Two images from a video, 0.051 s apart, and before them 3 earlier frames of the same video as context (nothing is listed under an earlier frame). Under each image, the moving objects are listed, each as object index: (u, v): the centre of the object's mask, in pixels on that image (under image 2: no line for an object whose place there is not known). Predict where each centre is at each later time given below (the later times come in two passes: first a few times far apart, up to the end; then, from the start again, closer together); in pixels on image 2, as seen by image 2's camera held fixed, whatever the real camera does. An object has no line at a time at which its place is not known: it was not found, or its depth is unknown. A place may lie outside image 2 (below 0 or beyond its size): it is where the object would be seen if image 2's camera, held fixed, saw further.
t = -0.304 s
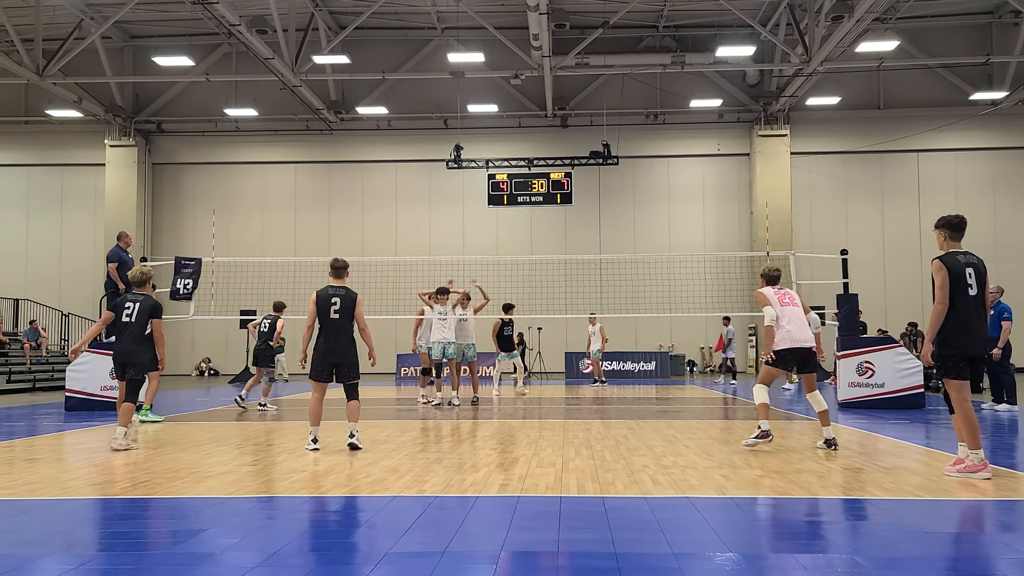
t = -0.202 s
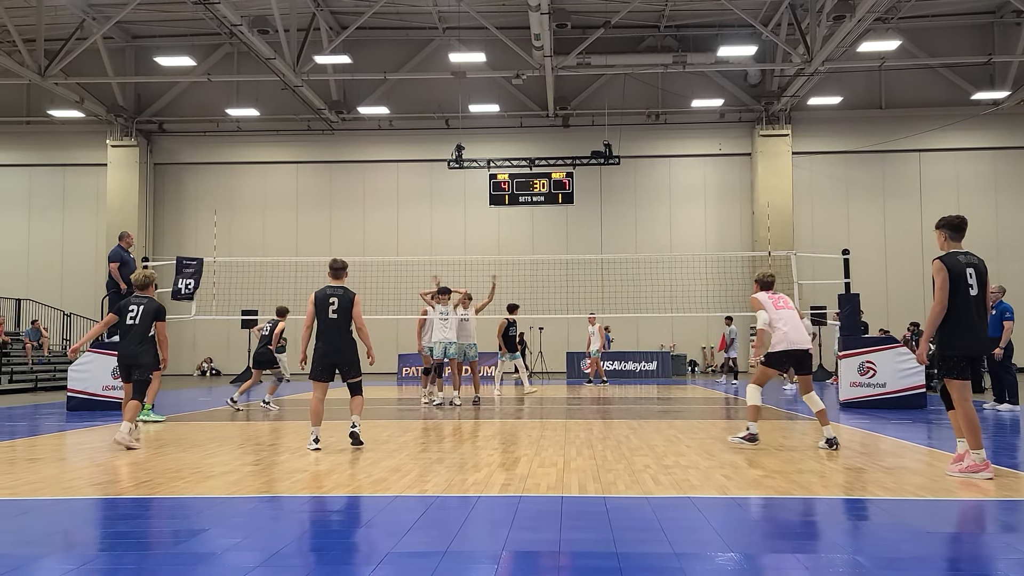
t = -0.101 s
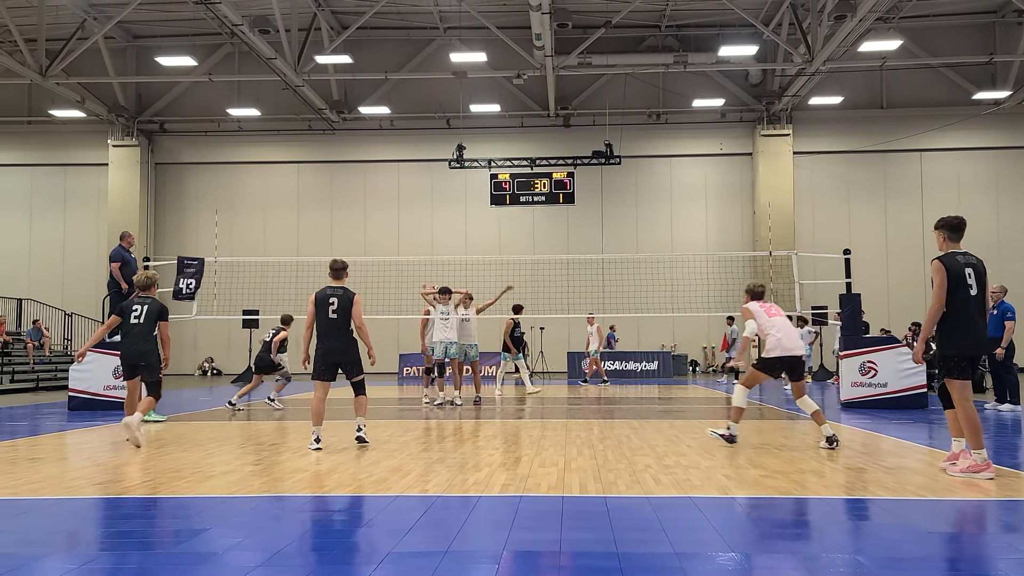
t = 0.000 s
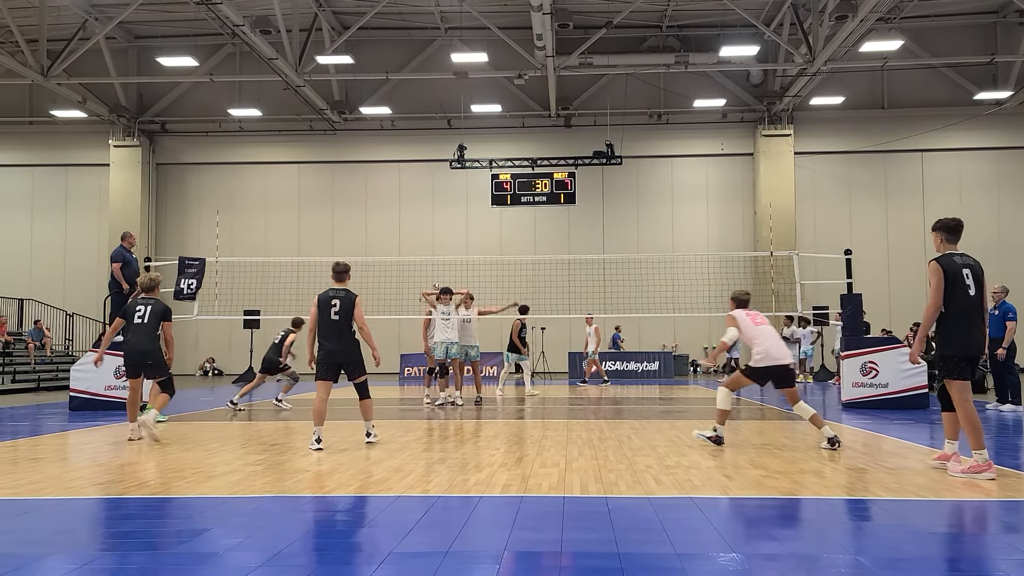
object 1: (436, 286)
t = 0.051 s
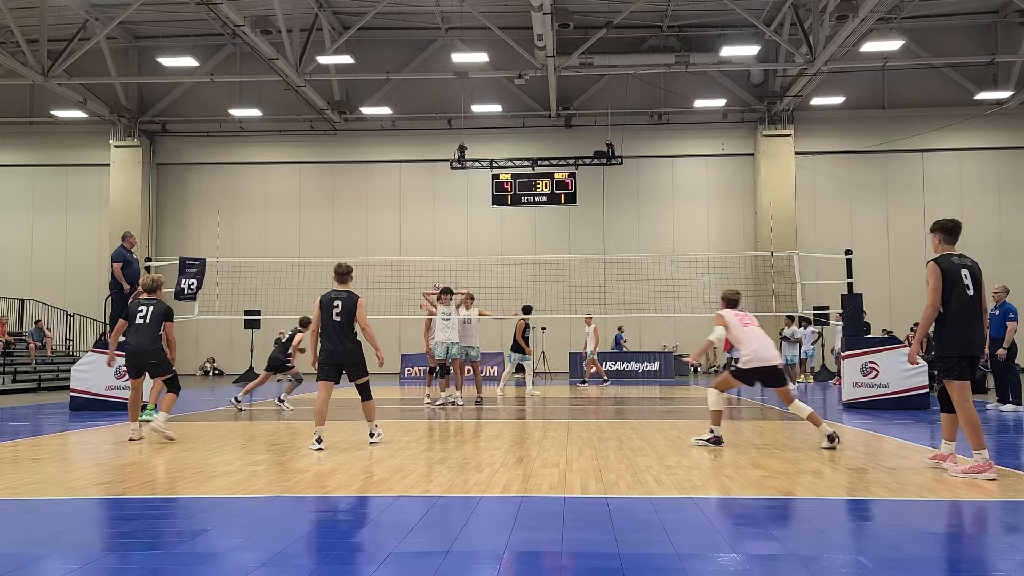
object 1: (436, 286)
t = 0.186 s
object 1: (437, 288)
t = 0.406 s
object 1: (423, 260)
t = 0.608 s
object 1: (410, 237)
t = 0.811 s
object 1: (399, 233)
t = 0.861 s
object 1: (397, 236)
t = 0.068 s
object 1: (436, 286)
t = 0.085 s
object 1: (436, 286)
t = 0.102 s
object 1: (436, 286)
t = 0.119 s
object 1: (436, 287)
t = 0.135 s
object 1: (436, 287)
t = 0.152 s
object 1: (435, 287)
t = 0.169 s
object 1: (436, 287)
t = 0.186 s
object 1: (437, 288)
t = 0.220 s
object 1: (436, 288)
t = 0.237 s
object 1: (434, 286)
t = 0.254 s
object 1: (433, 284)
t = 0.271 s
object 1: (431, 281)
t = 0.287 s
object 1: (431, 278)
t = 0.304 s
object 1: (430, 276)
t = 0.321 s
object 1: (429, 272)
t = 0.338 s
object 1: (428, 270)
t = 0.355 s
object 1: (427, 267)
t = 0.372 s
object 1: (426, 265)
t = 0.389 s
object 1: (424, 263)
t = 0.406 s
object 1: (423, 260)
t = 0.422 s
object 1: (423, 256)
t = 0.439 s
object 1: (421, 254)
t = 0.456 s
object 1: (419, 252)
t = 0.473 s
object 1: (418, 250)
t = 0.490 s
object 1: (417, 248)
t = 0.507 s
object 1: (416, 246)
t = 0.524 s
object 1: (415, 244)
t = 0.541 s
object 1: (414, 242)
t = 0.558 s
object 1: (413, 241)
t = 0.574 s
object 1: (412, 240)
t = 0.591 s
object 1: (411, 238)
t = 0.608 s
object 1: (410, 237)
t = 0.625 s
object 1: (409, 236)
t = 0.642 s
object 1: (408, 235)
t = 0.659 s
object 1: (407, 234)
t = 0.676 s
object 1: (406, 233)
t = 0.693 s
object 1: (405, 233)
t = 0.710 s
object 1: (404, 232)
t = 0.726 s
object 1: (402, 232)
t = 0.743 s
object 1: (402, 232)
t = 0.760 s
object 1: (401, 232)
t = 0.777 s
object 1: (401, 232)
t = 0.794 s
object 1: (400, 233)
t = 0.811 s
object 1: (399, 233)
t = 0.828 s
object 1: (399, 234)
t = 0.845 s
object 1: (397, 235)
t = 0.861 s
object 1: (397, 236)
